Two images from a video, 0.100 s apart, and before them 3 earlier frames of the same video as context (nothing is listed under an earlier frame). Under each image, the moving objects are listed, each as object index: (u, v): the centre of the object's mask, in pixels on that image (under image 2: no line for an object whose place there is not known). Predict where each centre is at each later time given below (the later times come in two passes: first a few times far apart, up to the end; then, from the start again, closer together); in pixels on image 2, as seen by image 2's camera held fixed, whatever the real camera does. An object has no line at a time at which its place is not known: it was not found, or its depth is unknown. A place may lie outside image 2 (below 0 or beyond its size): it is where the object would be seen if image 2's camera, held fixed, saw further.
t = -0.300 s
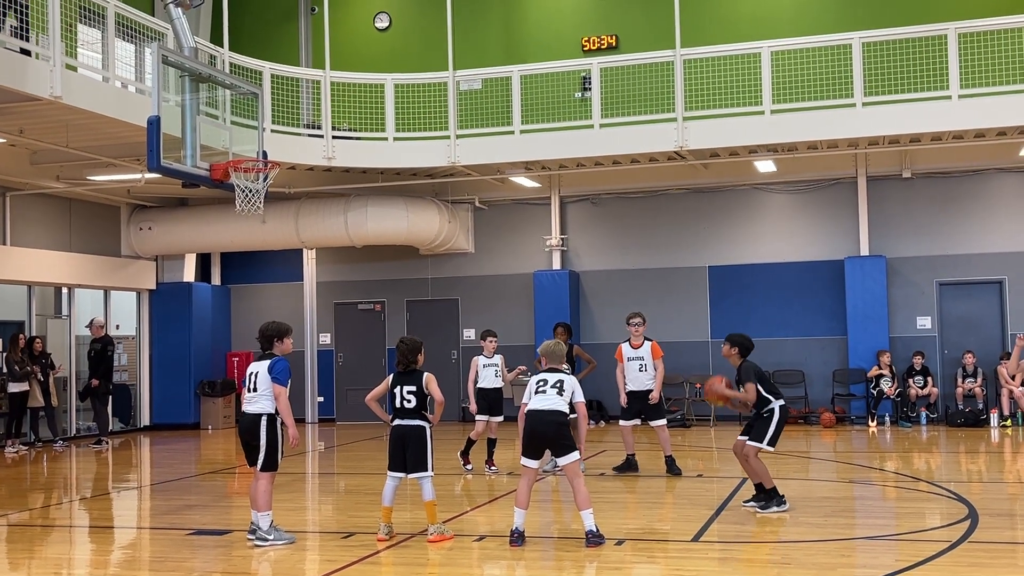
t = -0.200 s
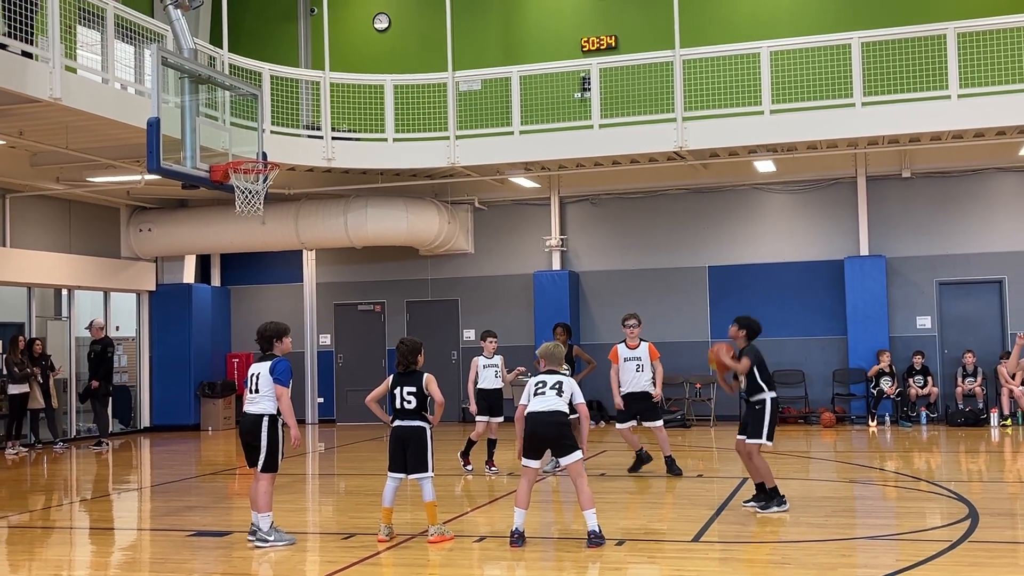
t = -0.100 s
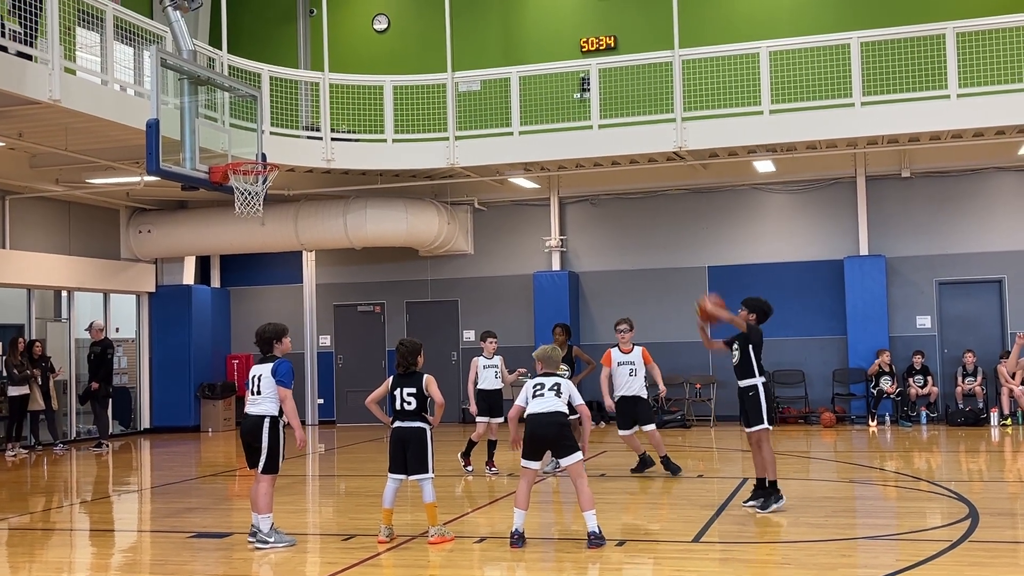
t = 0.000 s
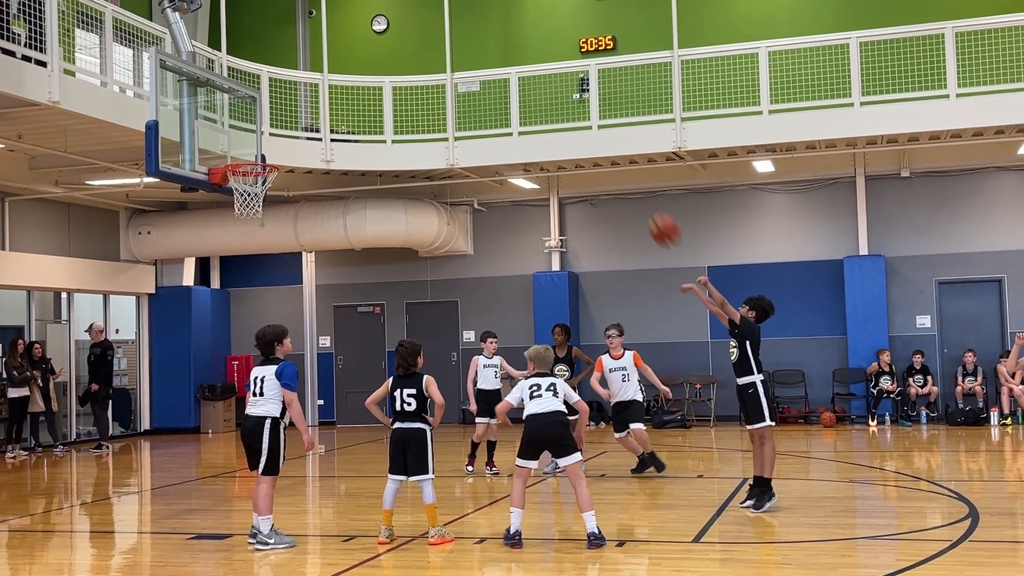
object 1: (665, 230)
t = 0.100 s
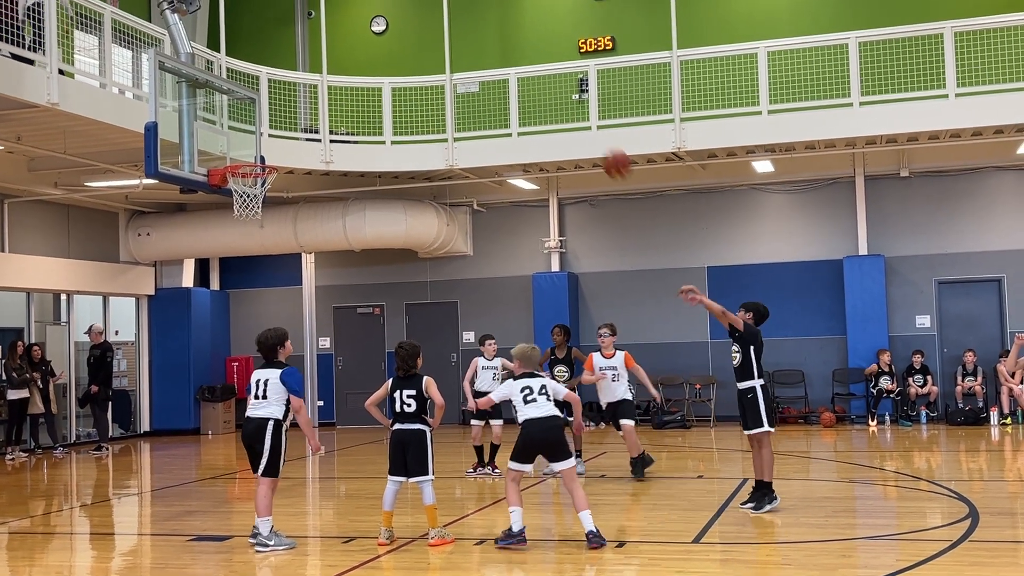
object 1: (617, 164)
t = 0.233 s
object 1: (556, 96)
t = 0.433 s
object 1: (473, 37)
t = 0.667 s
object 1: (384, 26)
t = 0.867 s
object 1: (314, 64)
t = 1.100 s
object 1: (239, 156)
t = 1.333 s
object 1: (247, 178)
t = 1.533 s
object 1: (263, 203)
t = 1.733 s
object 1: (267, 228)
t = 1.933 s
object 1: (273, 303)
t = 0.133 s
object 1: (600, 144)
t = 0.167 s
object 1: (585, 127)
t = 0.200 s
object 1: (570, 111)
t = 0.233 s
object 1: (556, 96)
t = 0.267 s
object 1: (541, 83)
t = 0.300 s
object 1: (527, 71)
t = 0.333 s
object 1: (513, 60)
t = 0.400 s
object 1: (486, 43)
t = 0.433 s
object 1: (473, 37)
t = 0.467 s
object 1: (460, 32)
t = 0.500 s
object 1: (446, 28)
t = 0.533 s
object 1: (433, 25)
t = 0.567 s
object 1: (421, 23)
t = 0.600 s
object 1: (409, 23)
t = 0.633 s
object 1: (397, 24)
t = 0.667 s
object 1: (384, 26)
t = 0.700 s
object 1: (371, 30)
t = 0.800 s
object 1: (337, 47)
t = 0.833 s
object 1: (326, 55)
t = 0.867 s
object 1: (314, 64)
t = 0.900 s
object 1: (302, 75)
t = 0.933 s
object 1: (291, 86)
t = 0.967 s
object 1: (281, 99)
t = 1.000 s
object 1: (270, 111)
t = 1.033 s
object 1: (259, 126)
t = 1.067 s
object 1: (249, 141)
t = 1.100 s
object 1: (239, 156)
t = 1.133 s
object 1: (242, 160)
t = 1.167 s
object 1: (261, 161)
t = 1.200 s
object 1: (260, 161)
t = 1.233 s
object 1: (248, 160)
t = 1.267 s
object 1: (239, 160)
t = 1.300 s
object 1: (241, 176)
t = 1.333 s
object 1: (247, 178)
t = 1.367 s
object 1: (250, 180)
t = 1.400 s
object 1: (255, 190)
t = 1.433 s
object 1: (260, 191)
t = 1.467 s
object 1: (261, 193)
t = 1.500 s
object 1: (263, 202)
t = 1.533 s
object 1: (263, 203)
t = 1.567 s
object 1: (265, 205)
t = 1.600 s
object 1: (266, 207)
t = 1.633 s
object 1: (266, 211)
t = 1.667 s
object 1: (266, 215)
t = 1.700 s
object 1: (267, 220)
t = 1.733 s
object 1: (267, 228)
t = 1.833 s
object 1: (270, 261)
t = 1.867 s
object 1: (271, 273)
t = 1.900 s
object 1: (272, 287)
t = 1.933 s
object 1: (273, 303)
